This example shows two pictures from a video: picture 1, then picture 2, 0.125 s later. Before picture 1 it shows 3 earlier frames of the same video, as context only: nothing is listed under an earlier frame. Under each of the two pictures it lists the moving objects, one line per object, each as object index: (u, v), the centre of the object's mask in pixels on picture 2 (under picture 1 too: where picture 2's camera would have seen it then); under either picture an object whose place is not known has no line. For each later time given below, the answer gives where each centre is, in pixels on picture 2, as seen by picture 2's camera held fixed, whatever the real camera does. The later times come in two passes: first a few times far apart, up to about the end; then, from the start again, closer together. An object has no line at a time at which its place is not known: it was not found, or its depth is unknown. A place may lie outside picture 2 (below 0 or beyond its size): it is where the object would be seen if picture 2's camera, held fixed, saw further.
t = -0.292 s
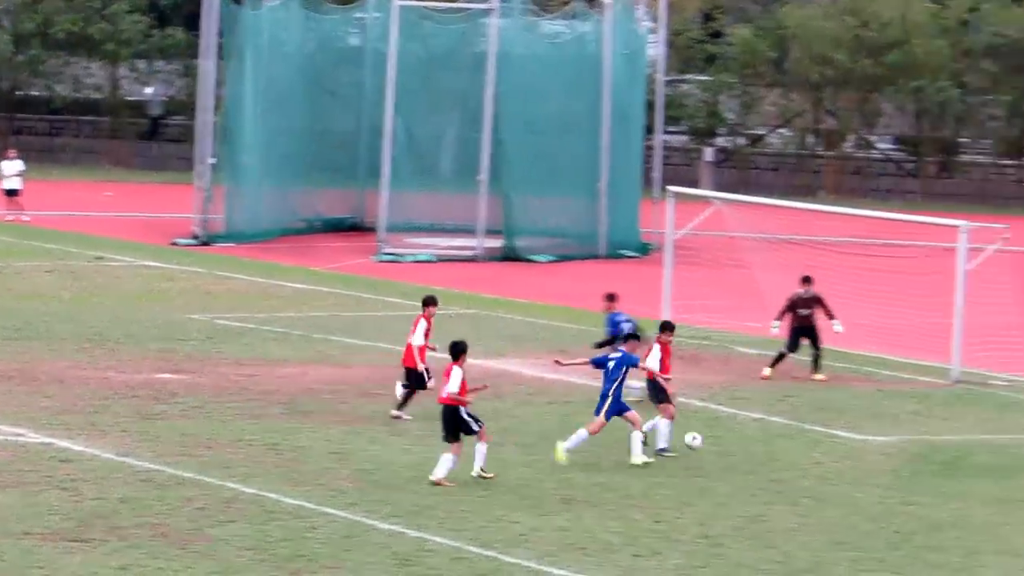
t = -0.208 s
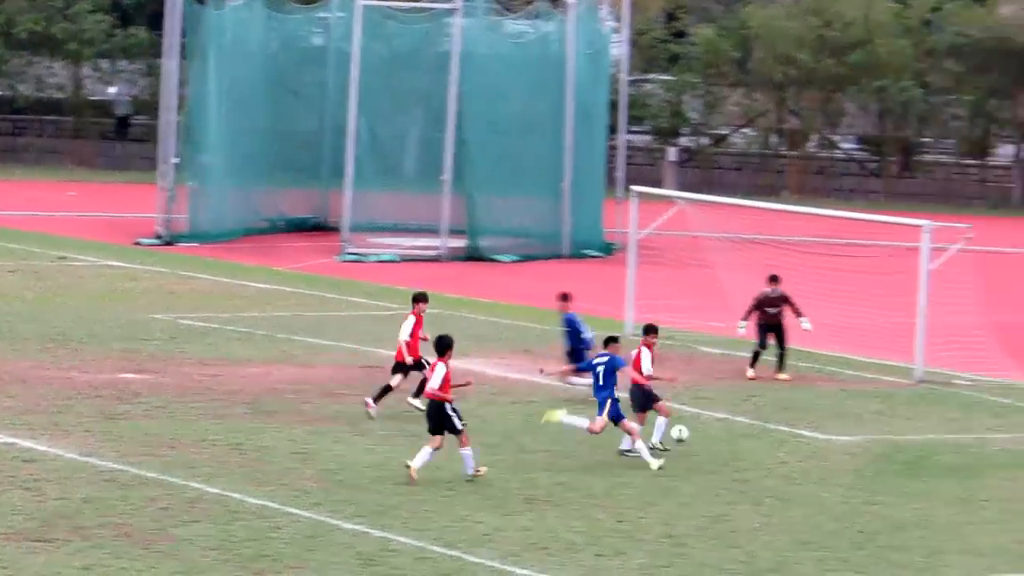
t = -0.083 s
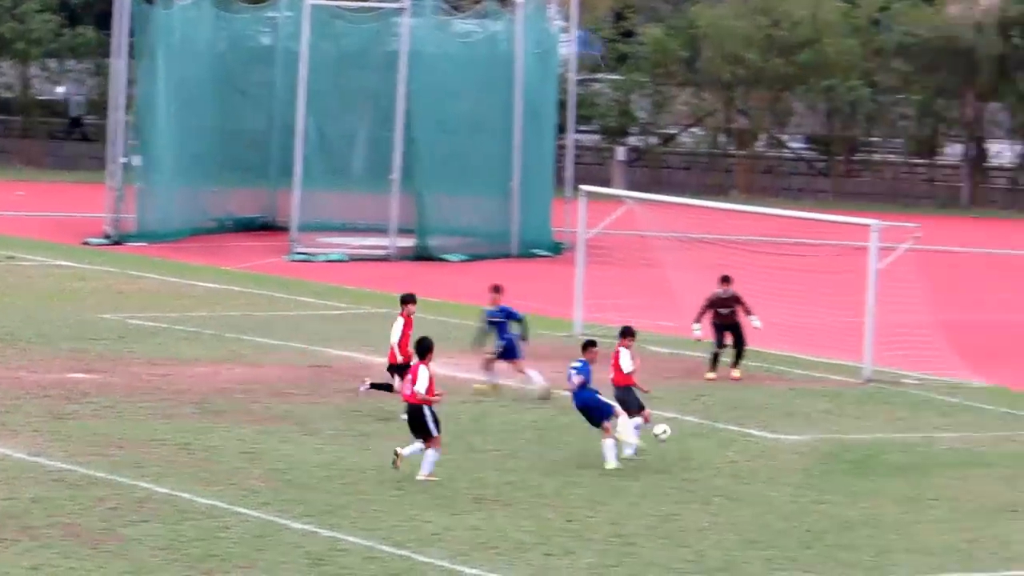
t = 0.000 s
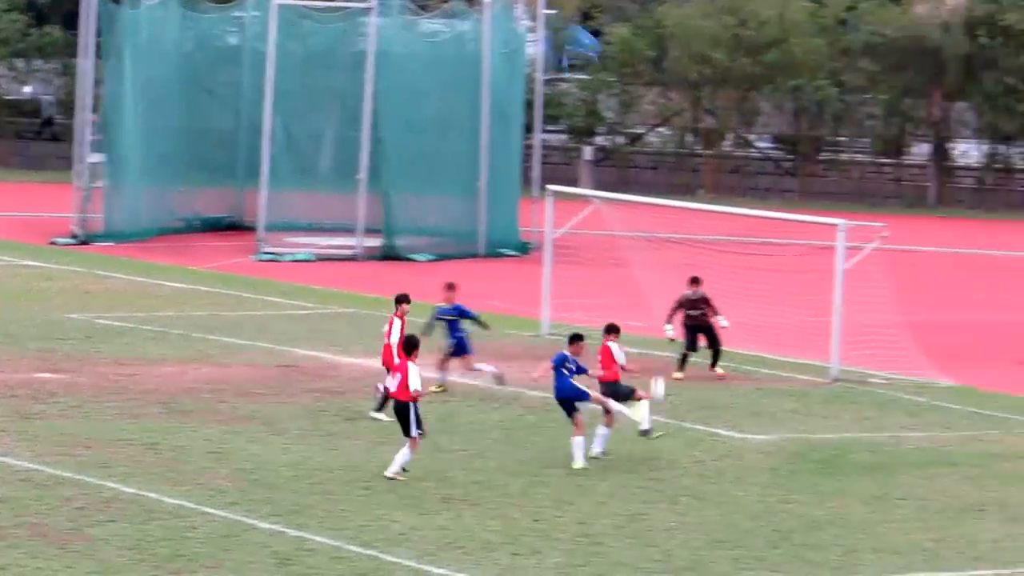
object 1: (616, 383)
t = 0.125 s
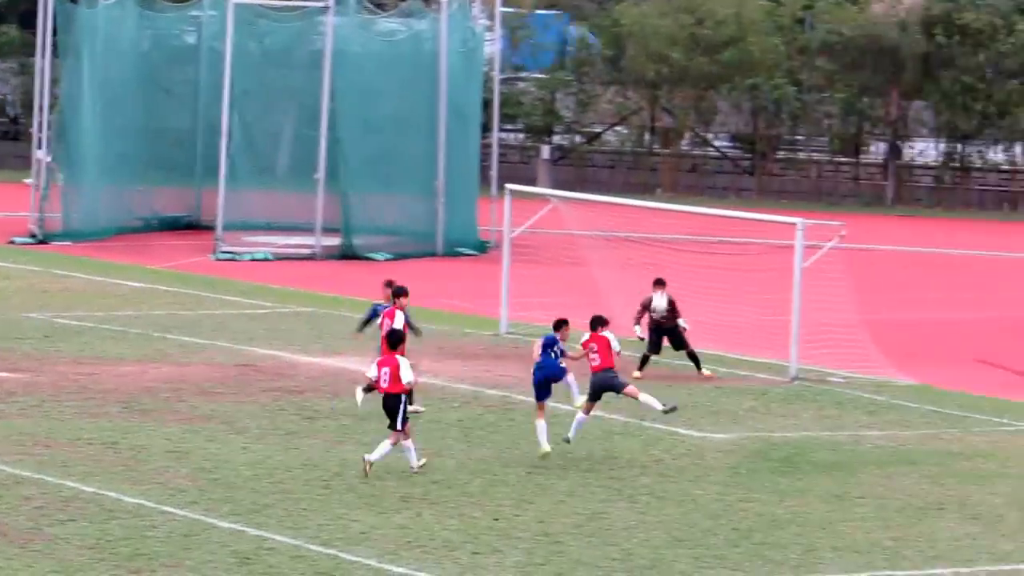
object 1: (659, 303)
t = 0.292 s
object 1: (705, 220)
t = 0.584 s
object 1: (757, 151)
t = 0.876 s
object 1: (784, 156)
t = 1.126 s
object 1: (794, 206)
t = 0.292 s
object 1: (705, 220)
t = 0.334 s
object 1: (715, 203)
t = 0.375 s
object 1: (723, 191)
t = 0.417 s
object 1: (731, 180)
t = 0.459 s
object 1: (738, 170)
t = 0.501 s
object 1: (745, 163)
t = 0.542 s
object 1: (751, 157)
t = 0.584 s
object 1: (757, 151)
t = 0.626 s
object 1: (762, 148)
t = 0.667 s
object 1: (767, 147)
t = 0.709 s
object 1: (771, 145)
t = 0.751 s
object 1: (774, 146)
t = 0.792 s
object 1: (778, 148)
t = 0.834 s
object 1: (782, 151)
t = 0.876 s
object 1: (784, 156)
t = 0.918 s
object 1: (786, 161)
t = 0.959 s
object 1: (789, 168)
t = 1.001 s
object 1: (791, 176)
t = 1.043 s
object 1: (792, 186)
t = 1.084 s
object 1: (793, 195)
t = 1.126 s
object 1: (794, 206)
